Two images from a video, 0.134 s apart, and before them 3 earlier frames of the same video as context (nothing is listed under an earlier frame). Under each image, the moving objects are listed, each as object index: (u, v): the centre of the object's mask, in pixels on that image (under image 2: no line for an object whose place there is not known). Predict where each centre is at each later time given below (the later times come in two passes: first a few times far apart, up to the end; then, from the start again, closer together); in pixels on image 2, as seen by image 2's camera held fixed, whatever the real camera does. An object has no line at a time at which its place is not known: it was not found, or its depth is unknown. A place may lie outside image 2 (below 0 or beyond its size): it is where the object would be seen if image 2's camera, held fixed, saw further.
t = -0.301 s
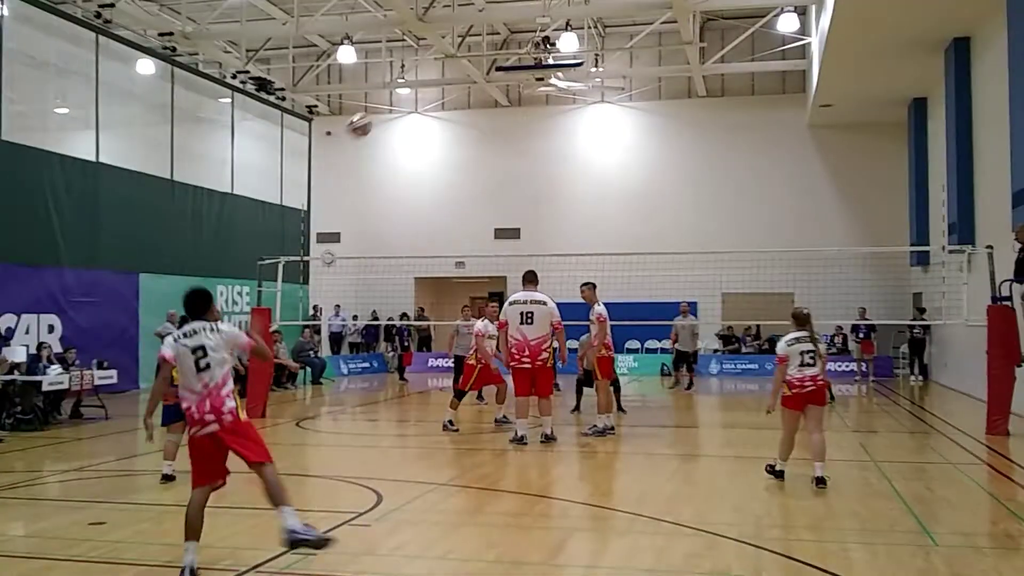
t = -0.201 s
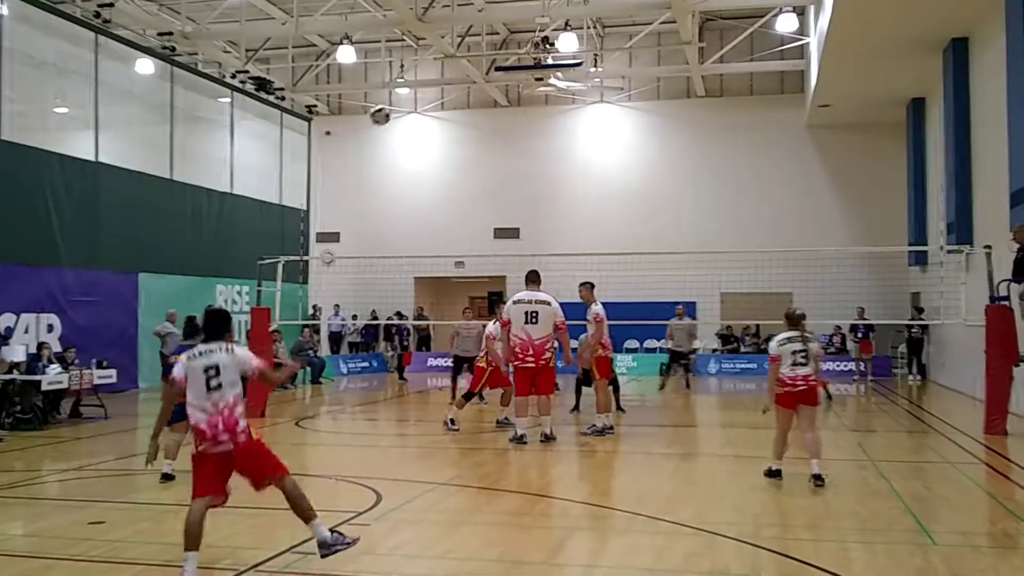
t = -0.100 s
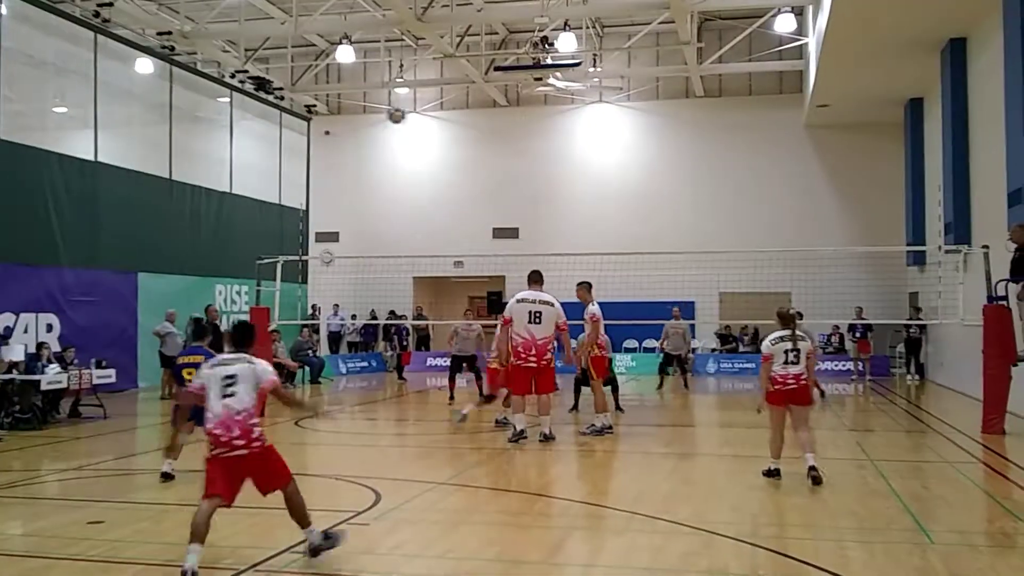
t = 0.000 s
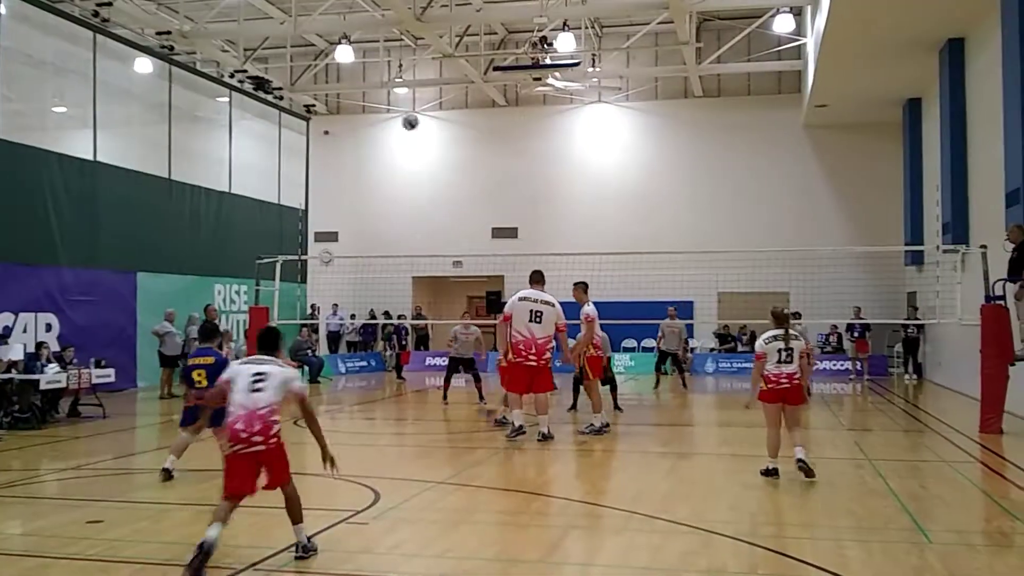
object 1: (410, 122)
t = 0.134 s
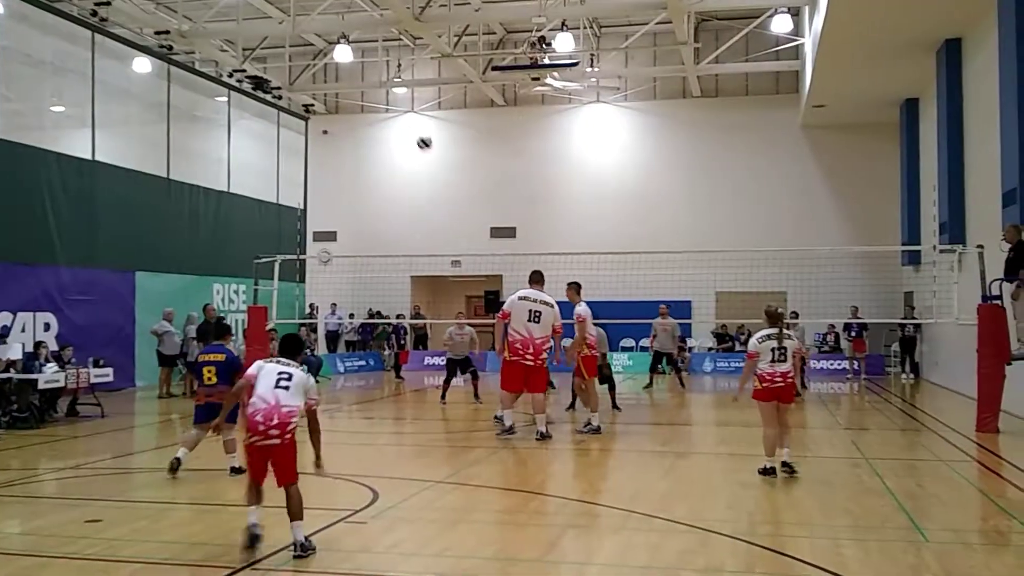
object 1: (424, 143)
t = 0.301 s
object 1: (440, 181)
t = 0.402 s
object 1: (448, 207)
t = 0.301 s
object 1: (440, 181)
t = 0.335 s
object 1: (443, 189)
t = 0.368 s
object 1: (446, 198)
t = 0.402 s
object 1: (448, 207)
